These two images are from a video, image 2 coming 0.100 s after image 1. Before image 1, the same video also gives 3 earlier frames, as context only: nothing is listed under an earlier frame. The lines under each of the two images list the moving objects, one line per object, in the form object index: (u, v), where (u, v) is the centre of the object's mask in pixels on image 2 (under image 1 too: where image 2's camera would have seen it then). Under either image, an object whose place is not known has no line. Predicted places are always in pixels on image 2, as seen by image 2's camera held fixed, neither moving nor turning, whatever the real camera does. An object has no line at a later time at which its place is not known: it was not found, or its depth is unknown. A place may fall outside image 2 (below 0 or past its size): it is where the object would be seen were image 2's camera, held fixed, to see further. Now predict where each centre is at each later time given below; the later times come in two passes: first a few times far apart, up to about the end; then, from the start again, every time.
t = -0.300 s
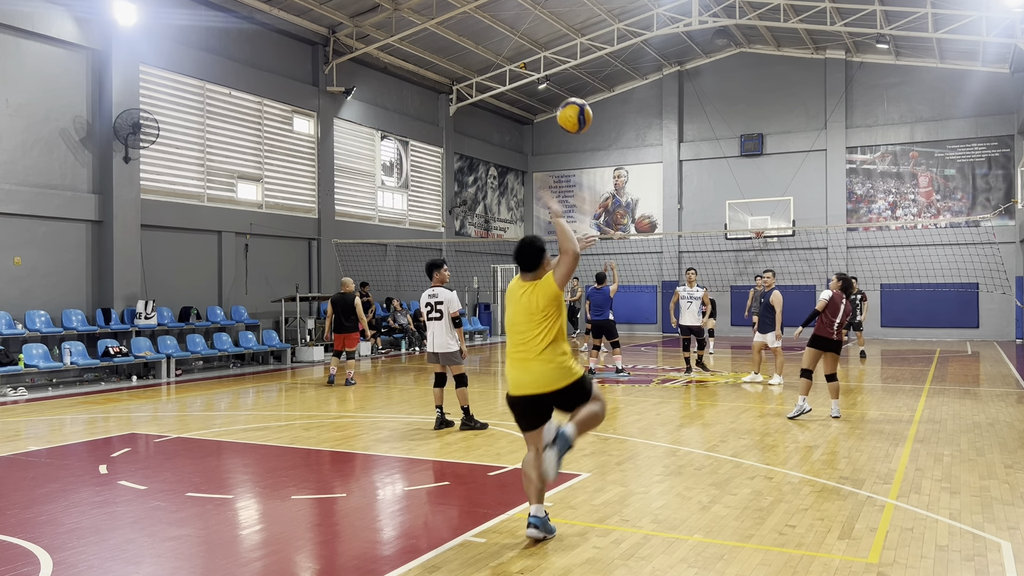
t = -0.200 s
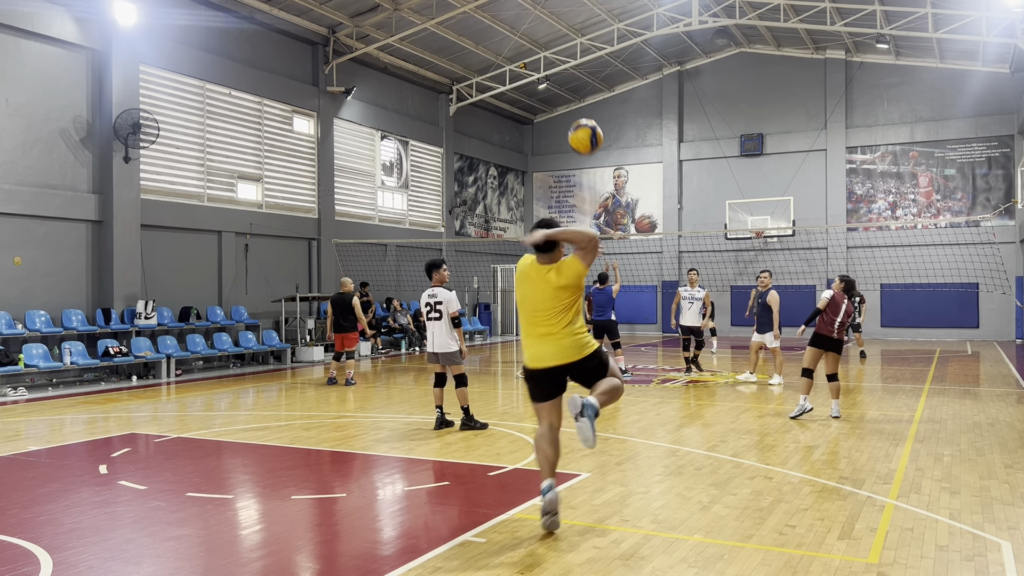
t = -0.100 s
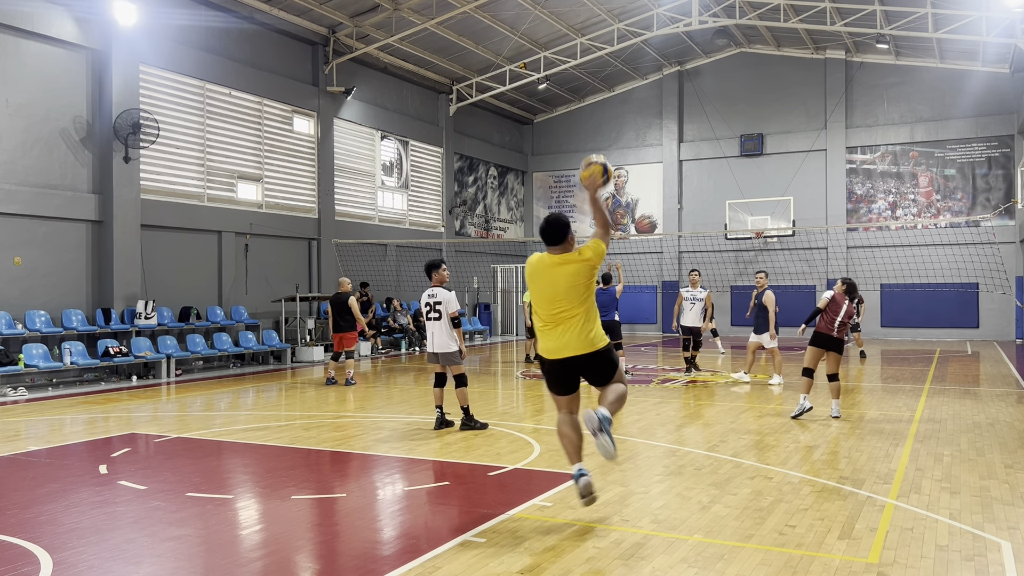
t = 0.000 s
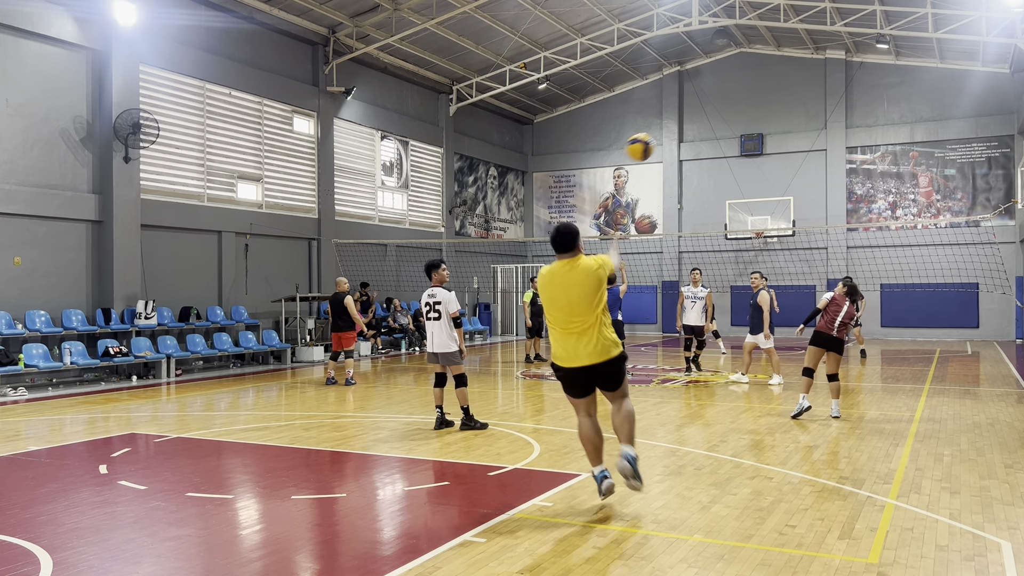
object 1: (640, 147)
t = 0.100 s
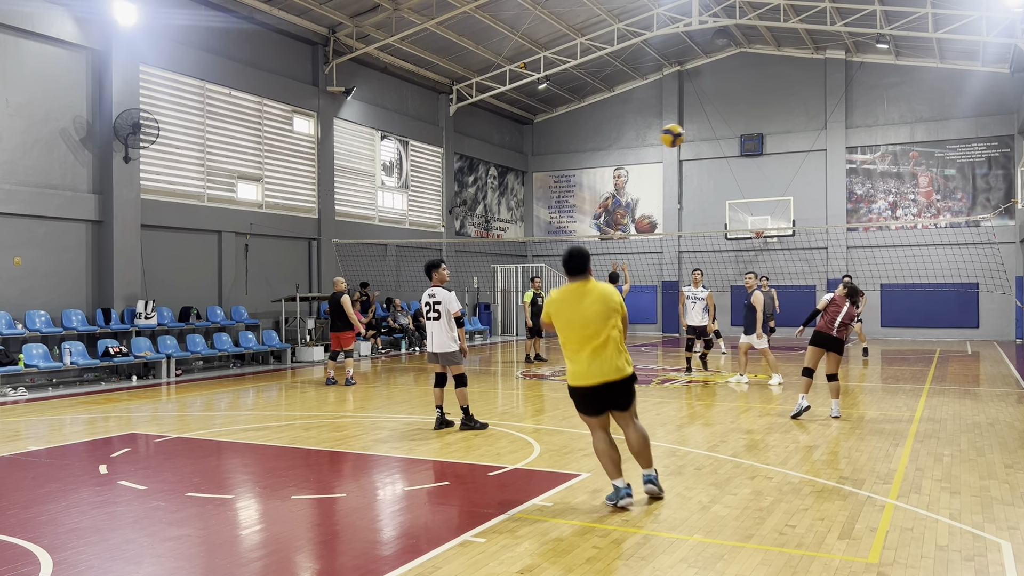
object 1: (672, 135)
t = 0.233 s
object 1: (698, 139)
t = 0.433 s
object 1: (720, 163)
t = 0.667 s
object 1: (742, 206)
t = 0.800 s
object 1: (753, 235)
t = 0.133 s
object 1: (681, 135)
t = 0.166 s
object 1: (688, 135)
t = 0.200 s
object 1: (693, 137)
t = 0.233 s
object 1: (698, 139)
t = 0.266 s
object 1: (703, 142)
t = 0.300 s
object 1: (707, 145)
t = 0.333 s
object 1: (710, 149)
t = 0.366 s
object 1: (714, 153)
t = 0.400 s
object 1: (717, 158)
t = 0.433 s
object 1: (720, 163)
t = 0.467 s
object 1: (723, 168)
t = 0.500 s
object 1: (727, 174)
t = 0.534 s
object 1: (730, 180)
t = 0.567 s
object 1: (733, 186)
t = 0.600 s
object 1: (736, 192)
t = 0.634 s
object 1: (739, 199)
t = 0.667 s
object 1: (742, 206)
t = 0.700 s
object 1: (745, 212)
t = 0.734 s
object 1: (747, 219)
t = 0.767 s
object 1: (749, 226)
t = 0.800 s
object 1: (753, 235)
